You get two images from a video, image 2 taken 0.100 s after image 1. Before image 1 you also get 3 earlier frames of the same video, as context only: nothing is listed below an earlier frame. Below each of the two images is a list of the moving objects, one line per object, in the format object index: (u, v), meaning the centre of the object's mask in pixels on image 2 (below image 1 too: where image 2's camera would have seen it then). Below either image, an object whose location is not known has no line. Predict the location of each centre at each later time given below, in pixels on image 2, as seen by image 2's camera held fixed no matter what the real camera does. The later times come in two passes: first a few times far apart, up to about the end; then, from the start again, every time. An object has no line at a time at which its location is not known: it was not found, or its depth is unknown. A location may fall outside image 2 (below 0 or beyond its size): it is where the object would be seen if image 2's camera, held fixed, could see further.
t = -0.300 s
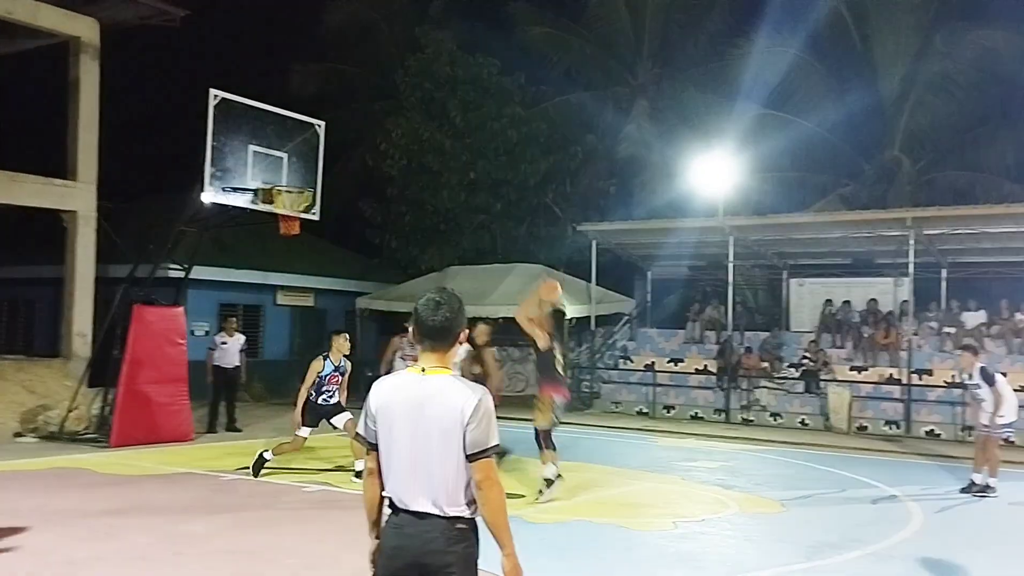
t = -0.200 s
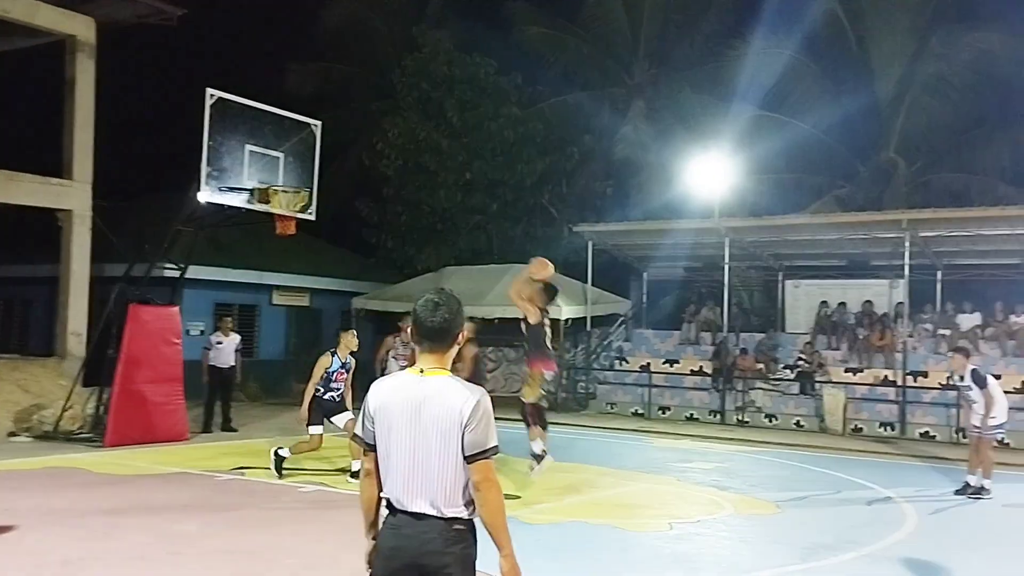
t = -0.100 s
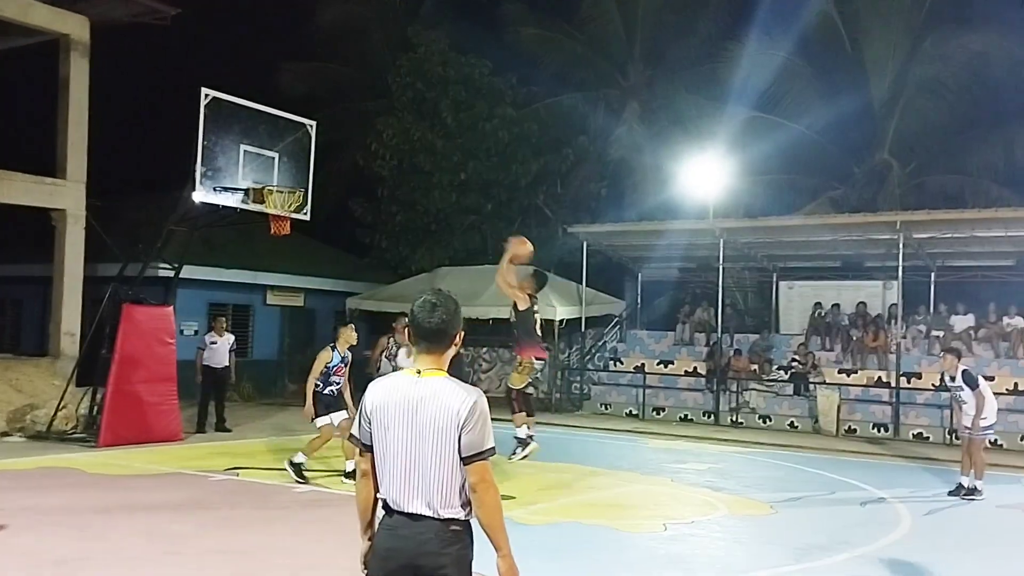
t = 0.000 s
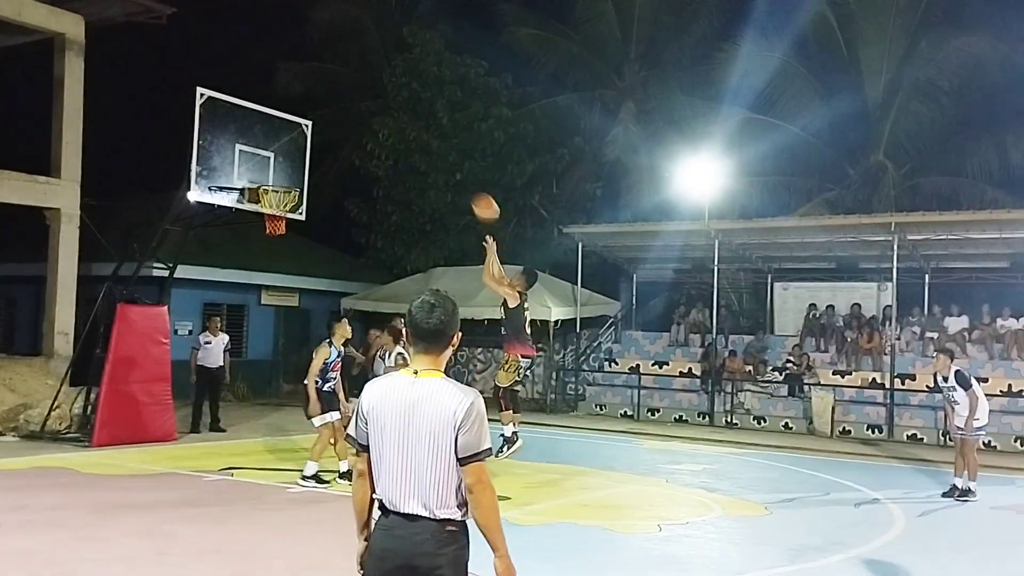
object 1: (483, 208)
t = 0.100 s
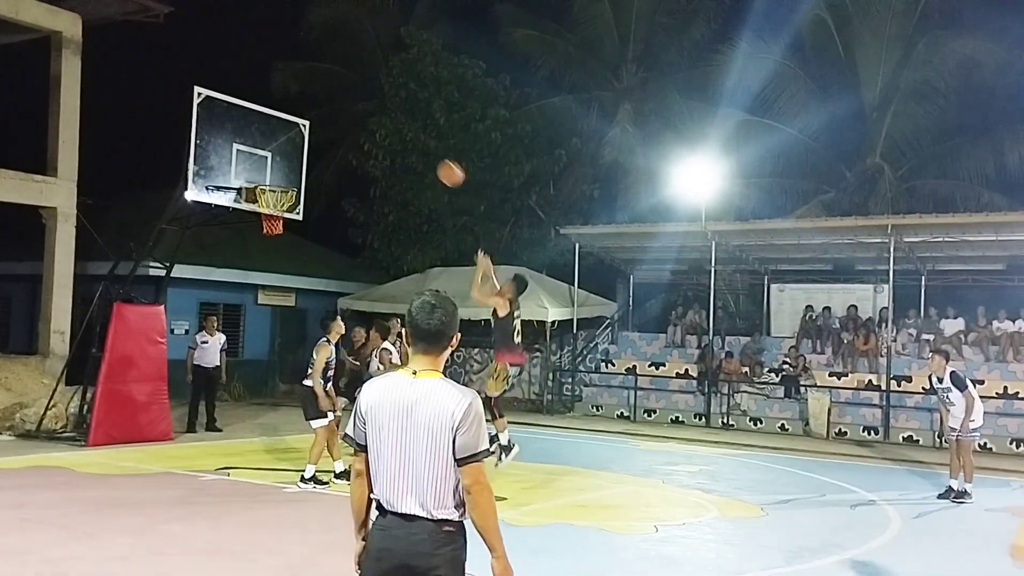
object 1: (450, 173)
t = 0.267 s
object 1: (400, 139)
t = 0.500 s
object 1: (333, 135)
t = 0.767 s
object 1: (268, 182)
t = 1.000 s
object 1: (272, 184)
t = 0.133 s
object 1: (440, 164)
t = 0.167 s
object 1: (430, 156)
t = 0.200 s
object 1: (420, 149)
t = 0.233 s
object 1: (410, 143)
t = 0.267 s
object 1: (400, 139)
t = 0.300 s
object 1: (390, 135)
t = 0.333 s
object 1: (380, 133)
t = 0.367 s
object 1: (371, 131)
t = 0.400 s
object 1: (361, 131)
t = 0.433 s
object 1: (352, 131)
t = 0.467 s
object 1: (343, 133)
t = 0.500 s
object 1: (333, 135)
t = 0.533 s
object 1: (324, 139)
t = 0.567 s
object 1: (316, 143)
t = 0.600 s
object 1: (305, 148)
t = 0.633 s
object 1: (296, 155)
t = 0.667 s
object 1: (288, 161)
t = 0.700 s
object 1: (280, 169)
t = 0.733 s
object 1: (270, 177)
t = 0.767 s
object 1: (268, 182)
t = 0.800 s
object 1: (273, 183)
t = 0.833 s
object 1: (279, 183)
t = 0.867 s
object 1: (286, 184)
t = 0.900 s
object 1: (284, 184)
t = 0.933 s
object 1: (281, 183)
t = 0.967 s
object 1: (277, 183)
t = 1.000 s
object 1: (272, 184)
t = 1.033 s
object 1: (272, 187)
